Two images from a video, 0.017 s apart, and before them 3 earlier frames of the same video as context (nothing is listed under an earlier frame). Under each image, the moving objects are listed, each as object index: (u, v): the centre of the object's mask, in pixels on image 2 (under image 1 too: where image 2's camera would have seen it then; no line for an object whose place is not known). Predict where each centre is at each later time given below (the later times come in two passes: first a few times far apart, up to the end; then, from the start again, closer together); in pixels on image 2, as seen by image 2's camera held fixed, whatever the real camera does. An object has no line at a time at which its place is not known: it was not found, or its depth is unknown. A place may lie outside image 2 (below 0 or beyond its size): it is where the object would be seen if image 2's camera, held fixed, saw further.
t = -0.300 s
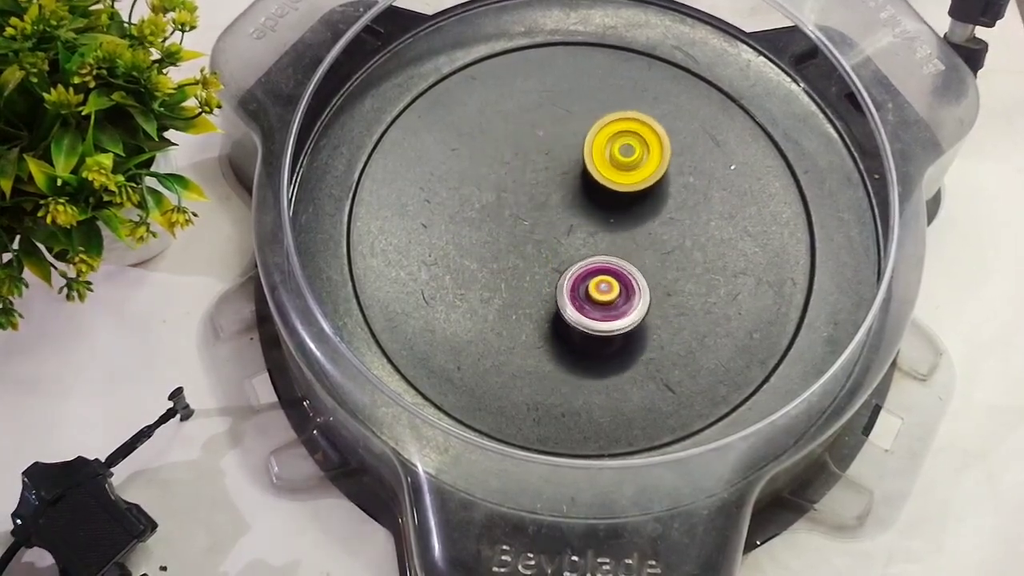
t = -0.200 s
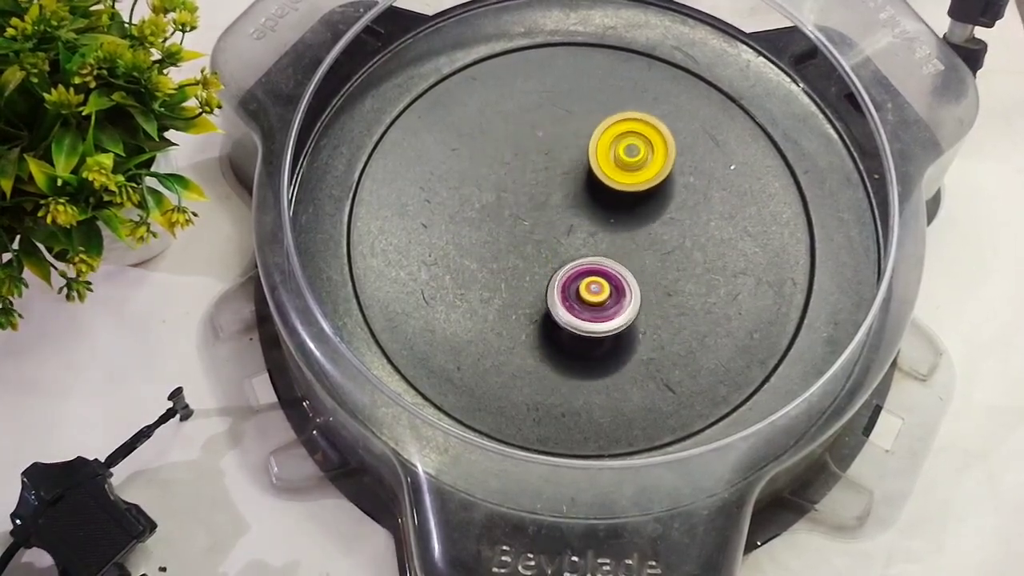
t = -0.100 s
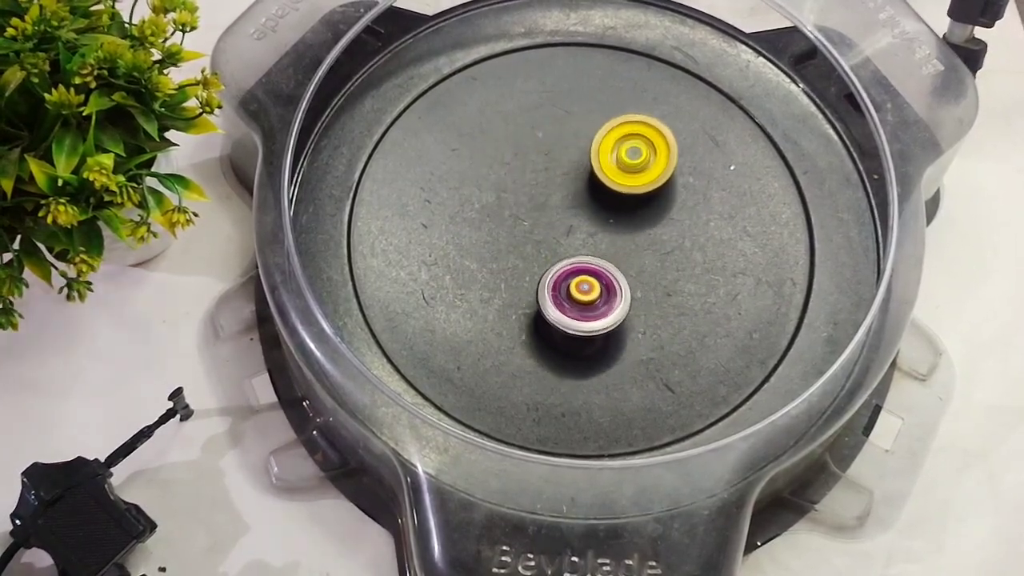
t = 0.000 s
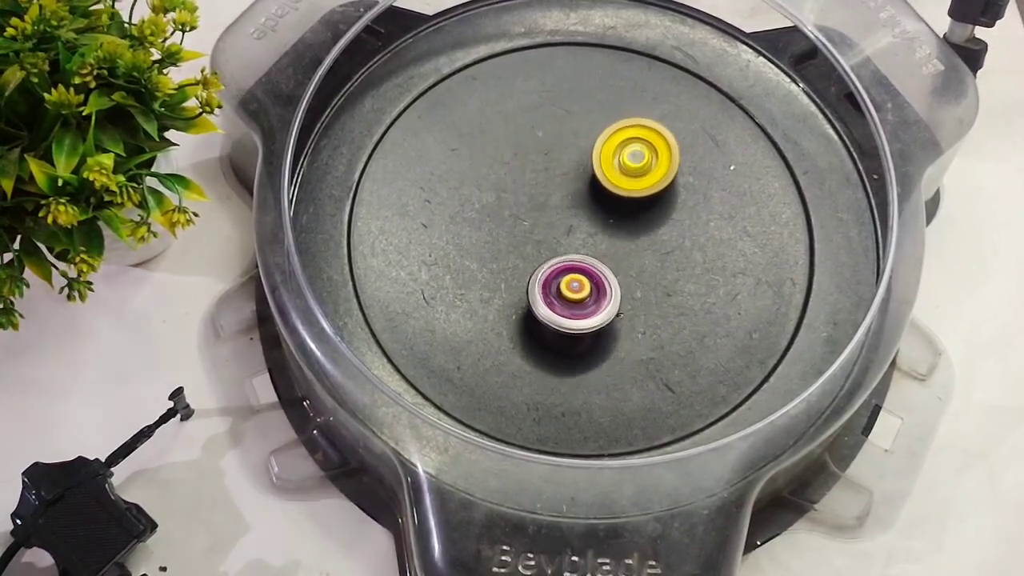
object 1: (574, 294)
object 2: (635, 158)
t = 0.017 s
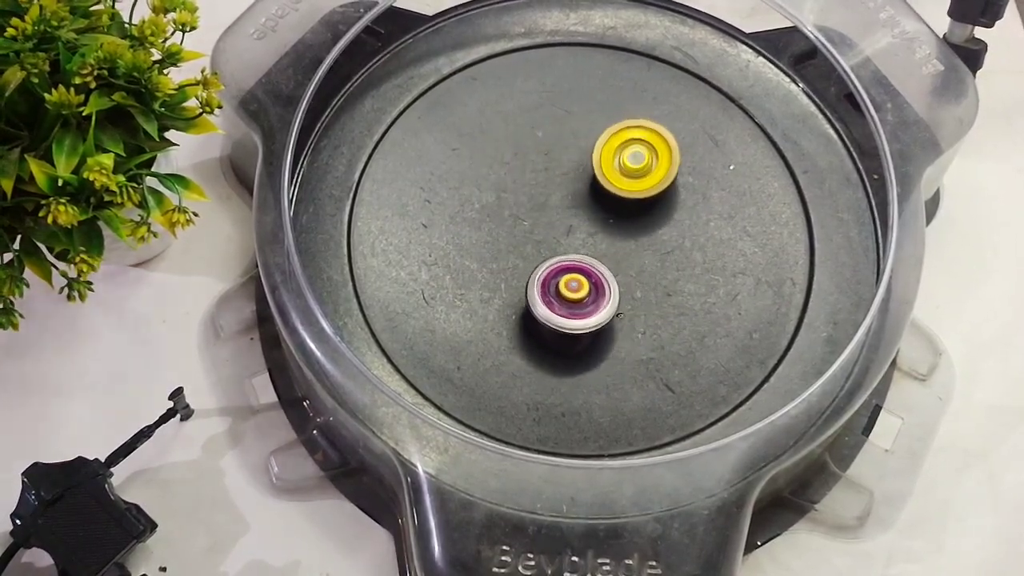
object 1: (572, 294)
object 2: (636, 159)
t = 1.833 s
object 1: (537, 184)
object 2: (564, 284)
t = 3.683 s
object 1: (642, 228)
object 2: (553, 157)
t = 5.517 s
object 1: (533, 260)
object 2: (637, 262)
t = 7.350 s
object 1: (681, 135)
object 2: (464, 237)
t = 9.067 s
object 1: (635, 262)
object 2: (603, 183)
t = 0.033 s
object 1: (571, 294)
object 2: (636, 160)
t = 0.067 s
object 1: (567, 293)
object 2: (637, 163)
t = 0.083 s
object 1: (565, 292)
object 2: (637, 164)
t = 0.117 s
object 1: (562, 291)
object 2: (637, 168)
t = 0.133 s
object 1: (561, 291)
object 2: (637, 169)
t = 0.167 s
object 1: (559, 290)
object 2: (638, 173)
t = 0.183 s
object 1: (557, 290)
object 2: (638, 175)
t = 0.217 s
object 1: (553, 288)
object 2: (639, 180)
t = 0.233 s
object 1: (552, 287)
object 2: (639, 183)
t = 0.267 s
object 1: (549, 285)
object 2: (640, 188)
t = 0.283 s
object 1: (548, 285)
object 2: (640, 191)
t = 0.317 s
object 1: (545, 283)
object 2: (642, 196)
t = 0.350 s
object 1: (542, 280)
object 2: (644, 202)
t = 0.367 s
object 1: (541, 279)
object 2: (645, 205)
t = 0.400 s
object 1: (540, 277)
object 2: (647, 210)
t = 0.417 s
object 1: (539, 276)
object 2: (648, 213)
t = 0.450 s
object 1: (537, 275)
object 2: (651, 218)
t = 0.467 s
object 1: (536, 274)
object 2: (652, 220)
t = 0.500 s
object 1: (533, 272)
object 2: (654, 225)
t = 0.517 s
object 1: (532, 271)
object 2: (654, 227)
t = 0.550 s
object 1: (530, 270)
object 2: (655, 231)
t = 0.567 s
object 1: (529, 269)
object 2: (656, 233)
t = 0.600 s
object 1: (527, 268)
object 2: (657, 237)
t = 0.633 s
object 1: (525, 265)
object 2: (658, 241)
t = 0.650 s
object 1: (524, 264)
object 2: (659, 243)
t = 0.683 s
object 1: (524, 262)
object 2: (660, 246)
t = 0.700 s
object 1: (524, 261)
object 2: (661, 248)
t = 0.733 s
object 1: (523, 259)
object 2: (662, 250)
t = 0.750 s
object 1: (522, 258)
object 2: (662, 251)
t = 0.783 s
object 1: (522, 256)
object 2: (662, 253)
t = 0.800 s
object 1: (521, 254)
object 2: (662, 254)
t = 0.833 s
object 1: (520, 252)
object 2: (663, 256)
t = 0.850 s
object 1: (520, 251)
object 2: (662, 257)
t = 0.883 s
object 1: (518, 249)
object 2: (662, 258)
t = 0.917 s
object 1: (517, 246)
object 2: (662, 260)
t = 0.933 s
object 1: (516, 245)
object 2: (661, 261)
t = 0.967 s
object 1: (516, 242)
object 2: (660, 262)
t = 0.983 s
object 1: (515, 241)
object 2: (660, 262)
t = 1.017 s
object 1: (515, 239)
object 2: (659, 263)
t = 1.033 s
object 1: (515, 238)
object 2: (658, 264)
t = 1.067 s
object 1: (514, 235)
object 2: (656, 265)
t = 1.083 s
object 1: (514, 234)
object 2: (655, 265)
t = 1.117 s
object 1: (514, 231)
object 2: (653, 266)
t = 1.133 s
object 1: (514, 230)
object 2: (651, 267)
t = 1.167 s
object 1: (514, 227)
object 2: (649, 268)
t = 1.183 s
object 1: (514, 225)
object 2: (647, 268)
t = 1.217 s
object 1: (514, 222)
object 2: (643, 270)
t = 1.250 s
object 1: (514, 219)
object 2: (640, 271)
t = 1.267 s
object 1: (514, 217)
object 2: (638, 271)
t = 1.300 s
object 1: (515, 215)
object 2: (635, 272)
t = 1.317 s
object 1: (515, 213)
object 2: (632, 273)
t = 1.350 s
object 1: (516, 211)
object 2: (627, 274)
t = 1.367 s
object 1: (516, 210)
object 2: (625, 275)
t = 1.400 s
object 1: (516, 207)
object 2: (620, 277)
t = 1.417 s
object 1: (517, 206)
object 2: (618, 277)
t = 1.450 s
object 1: (518, 204)
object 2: (613, 279)
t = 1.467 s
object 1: (518, 203)
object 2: (611, 280)
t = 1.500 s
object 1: (519, 200)
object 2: (606, 280)
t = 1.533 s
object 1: (519, 198)
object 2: (601, 282)
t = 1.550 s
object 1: (520, 197)
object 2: (599, 282)
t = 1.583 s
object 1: (521, 194)
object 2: (594, 283)
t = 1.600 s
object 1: (522, 193)
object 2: (593, 283)
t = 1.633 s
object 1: (524, 191)
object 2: (589, 284)
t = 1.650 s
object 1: (525, 191)
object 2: (586, 284)
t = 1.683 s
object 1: (527, 189)
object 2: (583, 284)
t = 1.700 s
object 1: (528, 189)
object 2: (581, 284)
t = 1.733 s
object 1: (530, 188)
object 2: (577, 285)
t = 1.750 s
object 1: (531, 187)
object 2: (575, 285)
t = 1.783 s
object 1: (533, 186)
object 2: (570, 285)
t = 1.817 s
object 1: (536, 185)
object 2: (566, 284)
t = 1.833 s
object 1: (537, 184)
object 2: (564, 284)
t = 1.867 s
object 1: (539, 183)
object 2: (561, 284)
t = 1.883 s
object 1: (541, 182)
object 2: (559, 284)
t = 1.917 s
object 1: (543, 180)
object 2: (555, 284)
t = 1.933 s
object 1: (545, 179)
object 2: (553, 284)
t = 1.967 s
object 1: (548, 177)
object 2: (550, 284)
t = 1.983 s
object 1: (549, 176)
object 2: (548, 283)
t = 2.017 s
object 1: (552, 176)
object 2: (545, 283)
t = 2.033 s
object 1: (553, 175)
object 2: (543, 283)
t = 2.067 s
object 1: (555, 175)
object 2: (540, 282)
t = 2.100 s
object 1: (557, 174)
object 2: (538, 282)
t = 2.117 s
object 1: (558, 174)
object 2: (537, 281)
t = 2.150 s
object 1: (560, 173)
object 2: (535, 280)
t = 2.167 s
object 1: (562, 173)
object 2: (534, 280)
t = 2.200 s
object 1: (564, 172)
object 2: (533, 279)
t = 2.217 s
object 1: (566, 172)
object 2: (532, 279)
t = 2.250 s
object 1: (568, 172)
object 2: (531, 278)
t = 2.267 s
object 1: (569, 172)
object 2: (530, 277)
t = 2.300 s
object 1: (571, 171)
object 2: (529, 276)
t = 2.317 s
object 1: (573, 171)
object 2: (529, 276)
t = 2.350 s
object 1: (576, 170)
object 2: (528, 275)
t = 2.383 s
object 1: (579, 170)
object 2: (527, 273)
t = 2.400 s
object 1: (581, 169)
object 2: (527, 273)
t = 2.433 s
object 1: (583, 169)
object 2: (526, 271)
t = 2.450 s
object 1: (584, 169)
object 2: (526, 270)
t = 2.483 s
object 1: (586, 169)
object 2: (525, 268)
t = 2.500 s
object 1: (587, 169)
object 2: (525, 267)
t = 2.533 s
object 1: (589, 169)
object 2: (524, 264)
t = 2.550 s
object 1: (590, 169)
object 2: (524, 262)
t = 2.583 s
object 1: (592, 170)
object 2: (524, 260)
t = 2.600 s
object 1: (593, 170)
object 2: (524, 258)
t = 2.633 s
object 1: (596, 171)
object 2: (524, 256)
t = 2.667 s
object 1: (598, 172)
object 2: (524, 253)
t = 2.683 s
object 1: (599, 173)
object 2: (525, 251)
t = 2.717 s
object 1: (602, 174)
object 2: (525, 248)
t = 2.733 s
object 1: (603, 175)
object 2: (525, 246)
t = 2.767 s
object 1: (606, 176)
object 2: (526, 242)
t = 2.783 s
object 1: (607, 177)
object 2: (526, 240)
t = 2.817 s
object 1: (609, 179)
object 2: (527, 235)
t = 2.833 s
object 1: (611, 179)
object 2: (527, 233)
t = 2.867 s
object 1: (614, 181)
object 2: (527, 228)
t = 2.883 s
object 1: (615, 182)
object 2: (527, 225)
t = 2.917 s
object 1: (618, 183)
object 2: (528, 221)
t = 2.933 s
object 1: (619, 183)
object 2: (528, 219)
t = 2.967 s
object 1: (622, 184)
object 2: (527, 215)
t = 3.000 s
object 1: (625, 185)
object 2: (528, 211)
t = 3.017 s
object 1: (627, 186)
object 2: (528, 209)
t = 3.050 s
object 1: (629, 187)
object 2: (529, 205)
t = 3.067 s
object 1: (631, 187)
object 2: (529, 203)
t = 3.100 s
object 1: (633, 189)
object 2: (530, 198)
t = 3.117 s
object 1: (634, 189)
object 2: (530, 196)
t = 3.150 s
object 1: (635, 191)
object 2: (531, 193)
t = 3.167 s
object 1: (636, 192)
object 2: (531, 191)
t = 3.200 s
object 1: (637, 194)
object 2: (532, 187)
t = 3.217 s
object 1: (637, 194)
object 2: (532, 185)
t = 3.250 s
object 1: (638, 196)
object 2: (532, 183)
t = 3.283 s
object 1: (639, 198)
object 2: (533, 180)
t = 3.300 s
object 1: (640, 198)
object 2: (534, 178)
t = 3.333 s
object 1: (641, 200)
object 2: (535, 176)
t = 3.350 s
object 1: (642, 201)
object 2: (535, 175)
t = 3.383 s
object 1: (644, 204)
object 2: (537, 173)
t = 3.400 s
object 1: (645, 205)
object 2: (538, 171)
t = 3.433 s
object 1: (646, 208)
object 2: (540, 169)
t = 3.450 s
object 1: (646, 210)
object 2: (540, 168)
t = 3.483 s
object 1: (646, 213)
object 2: (542, 166)
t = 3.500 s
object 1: (646, 214)
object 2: (543, 165)
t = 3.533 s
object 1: (645, 217)
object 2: (545, 163)
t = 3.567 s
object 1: (645, 219)
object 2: (546, 161)
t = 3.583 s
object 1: (644, 221)
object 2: (547, 161)
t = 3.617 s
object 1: (644, 223)
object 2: (549, 160)
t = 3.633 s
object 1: (643, 224)
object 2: (550, 159)
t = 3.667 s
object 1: (643, 227)
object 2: (552, 158)
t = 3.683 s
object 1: (642, 228)
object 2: (553, 157)
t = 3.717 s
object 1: (642, 231)
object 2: (555, 157)
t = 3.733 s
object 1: (642, 232)
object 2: (556, 157)
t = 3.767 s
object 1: (642, 235)
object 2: (558, 156)
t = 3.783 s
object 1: (642, 237)
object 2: (560, 156)
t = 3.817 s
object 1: (641, 240)
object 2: (562, 156)
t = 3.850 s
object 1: (639, 244)
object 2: (565, 156)
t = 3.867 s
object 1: (639, 245)
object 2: (566, 156)
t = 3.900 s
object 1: (638, 248)
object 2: (569, 156)
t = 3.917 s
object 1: (637, 249)
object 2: (571, 156)
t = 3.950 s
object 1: (636, 251)
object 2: (573, 156)
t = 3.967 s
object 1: (635, 252)
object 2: (575, 157)
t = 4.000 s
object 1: (634, 254)
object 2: (578, 157)
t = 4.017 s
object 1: (634, 255)
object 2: (580, 158)
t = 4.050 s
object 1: (634, 258)
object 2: (583, 159)
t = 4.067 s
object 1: (634, 259)
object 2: (585, 159)
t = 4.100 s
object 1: (633, 261)
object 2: (588, 160)
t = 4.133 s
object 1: (633, 264)
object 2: (592, 162)
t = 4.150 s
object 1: (632, 264)
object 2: (594, 162)
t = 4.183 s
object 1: (632, 266)
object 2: (597, 164)
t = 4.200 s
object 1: (631, 267)
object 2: (599, 164)
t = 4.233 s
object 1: (629, 269)
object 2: (603, 166)
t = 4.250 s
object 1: (628, 269)
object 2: (604, 166)
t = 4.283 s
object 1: (626, 271)
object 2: (607, 168)
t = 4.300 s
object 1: (625, 271)
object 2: (609, 168)
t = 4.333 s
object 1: (623, 272)
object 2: (612, 170)
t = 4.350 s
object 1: (622, 272)
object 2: (614, 171)
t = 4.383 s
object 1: (619, 273)
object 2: (617, 173)
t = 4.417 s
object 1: (617, 274)
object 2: (620, 174)
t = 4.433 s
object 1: (616, 274)
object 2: (621, 175)
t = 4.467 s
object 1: (614, 275)
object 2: (624, 177)
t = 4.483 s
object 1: (612, 275)
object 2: (626, 178)
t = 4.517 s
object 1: (609, 276)
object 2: (628, 180)
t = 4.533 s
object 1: (608, 277)
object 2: (630, 181)
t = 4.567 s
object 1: (605, 277)
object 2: (632, 184)
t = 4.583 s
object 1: (603, 278)
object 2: (634, 185)
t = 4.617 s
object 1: (600, 278)
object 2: (636, 187)
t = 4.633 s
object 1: (598, 278)
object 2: (637, 188)
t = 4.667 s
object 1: (594, 279)
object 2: (639, 190)
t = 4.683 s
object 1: (592, 279)
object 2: (640, 192)
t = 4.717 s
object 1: (589, 279)
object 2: (642, 194)
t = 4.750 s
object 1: (584, 279)
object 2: (644, 196)
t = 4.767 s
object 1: (583, 279)
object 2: (644, 197)
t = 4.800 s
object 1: (579, 279)
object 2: (646, 199)
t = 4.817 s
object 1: (578, 279)
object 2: (646, 201)
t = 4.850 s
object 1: (574, 279)
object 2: (647, 203)
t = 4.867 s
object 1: (573, 279)
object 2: (648, 205)
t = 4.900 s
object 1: (570, 279)
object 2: (649, 207)
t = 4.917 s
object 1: (568, 279)
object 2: (649, 209)
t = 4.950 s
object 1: (565, 278)
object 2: (650, 211)
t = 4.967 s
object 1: (563, 278)
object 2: (650, 213)
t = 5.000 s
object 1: (560, 278)
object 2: (651, 215)
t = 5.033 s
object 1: (558, 278)
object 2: (652, 220)
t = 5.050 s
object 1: (556, 278)
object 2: (652, 221)
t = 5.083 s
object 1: (554, 277)
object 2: (652, 224)
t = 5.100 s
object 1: (553, 277)
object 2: (651, 226)
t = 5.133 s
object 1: (551, 277)
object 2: (651, 229)
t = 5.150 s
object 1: (550, 276)
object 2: (651, 231)
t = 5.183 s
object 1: (549, 275)
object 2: (650, 234)
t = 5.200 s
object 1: (548, 275)
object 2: (650, 236)
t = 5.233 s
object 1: (547, 274)
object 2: (649, 239)
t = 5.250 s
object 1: (546, 273)
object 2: (649, 241)
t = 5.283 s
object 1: (545, 272)
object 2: (648, 244)
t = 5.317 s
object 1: (543, 271)
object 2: (646, 247)
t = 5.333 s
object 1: (542, 270)
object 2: (646, 248)
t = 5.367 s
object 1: (541, 268)
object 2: (644, 251)
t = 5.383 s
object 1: (540, 268)
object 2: (644, 252)
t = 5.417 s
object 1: (538, 266)
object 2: (642, 255)
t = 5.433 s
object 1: (537, 265)
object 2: (641, 257)
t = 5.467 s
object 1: (535, 263)
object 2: (640, 259)
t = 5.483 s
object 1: (535, 262)
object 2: (639, 260)
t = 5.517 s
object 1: (533, 260)
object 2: (637, 262)
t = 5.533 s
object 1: (533, 259)
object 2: (636, 263)
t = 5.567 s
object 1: (532, 256)
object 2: (635, 265)
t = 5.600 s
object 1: (532, 254)
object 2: (633, 268)
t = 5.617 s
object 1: (532, 252)
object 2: (632, 269)
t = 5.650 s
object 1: (532, 250)
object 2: (629, 271)
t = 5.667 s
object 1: (532, 249)
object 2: (628, 272)
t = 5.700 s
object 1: (531, 246)
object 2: (626, 274)
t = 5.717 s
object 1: (531, 245)
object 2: (624, 275)
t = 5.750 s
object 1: (530, 242)
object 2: (621, 276)
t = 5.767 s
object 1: (530, 240)
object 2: (620, 277)
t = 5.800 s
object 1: (529, 238)
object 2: (617, 279)
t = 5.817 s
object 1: (529, 236)
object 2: (616, 280)
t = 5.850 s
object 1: (528, 233)
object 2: (612, 281)
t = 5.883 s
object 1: (527, 231)
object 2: (609, 282)
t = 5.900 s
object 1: (526, 229)
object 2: (608, 283)
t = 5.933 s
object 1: (525, 227)
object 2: (606, 283)
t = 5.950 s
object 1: (525, 226)
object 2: (604, 283)
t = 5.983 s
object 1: (525, 224)
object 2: (601, 284)
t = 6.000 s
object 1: (525, 223)
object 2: (599, 284)
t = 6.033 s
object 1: (525, 220)
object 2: (595, 284)
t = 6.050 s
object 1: (525, 220)
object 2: (593, 284)
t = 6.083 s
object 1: (525, 217)
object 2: (590, 284)
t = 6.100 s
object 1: (526, 216)
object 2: (588, 284)
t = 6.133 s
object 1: (527, 214)
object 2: (585, 285)
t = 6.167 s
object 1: (528, 213)
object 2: (582, 284)
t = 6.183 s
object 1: (529, 212)
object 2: (580, 284)
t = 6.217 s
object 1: (530, 209)
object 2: (577, 283)
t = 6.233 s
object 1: (531, 208)
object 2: (575, 283)
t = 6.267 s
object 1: (532, 206)
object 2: (571, 282)
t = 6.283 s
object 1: (532, 205)
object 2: (568, 282)
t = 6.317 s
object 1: (533, 203)
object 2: (565, 281)
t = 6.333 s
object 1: (534, 202)
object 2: (564, 280)
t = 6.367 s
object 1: (535, 200)
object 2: (560, 279)
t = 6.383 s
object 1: (535, 199)
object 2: (558, 279)
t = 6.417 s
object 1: (536, 198)
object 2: (555, 277)
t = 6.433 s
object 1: (537, 197)
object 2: (553, 277)
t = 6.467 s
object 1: (539, 195)
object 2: (550, 275)
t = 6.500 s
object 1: (542, 193)
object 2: (546, 274)
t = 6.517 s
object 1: (543, 193)
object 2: (545, 273)
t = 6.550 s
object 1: (545, 191)
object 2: (542, 273)
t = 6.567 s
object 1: (546, 190)
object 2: (541, 271)
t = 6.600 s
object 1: (549, 188)
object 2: (538, 270)
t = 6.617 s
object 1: (550, 188)
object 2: (537, 269)
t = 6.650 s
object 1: (553, 187)
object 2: (534, 268)
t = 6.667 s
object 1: (554, 186)
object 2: (533, 266)
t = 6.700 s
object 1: (556, 185)
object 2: (531, 265)
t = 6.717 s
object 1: (558, 185)
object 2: (530, 264)
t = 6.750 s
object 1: (561, 184)
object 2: (528, 262)
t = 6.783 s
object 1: (564, 184)
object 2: (527, 260)
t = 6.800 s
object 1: (566, 184)
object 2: (526, 259)
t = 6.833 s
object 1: (569, 183)
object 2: (525, 257)
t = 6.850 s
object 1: (570, 183)
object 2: (524, 256)
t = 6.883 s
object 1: (573, 182)
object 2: (523, 254)
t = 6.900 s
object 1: (575, 181)
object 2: (522, 252)
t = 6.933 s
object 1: (577, 180)
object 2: (521, 250)
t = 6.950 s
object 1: (578, 179)
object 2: (521, 249)
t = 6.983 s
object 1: (580, 179)
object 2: (520, 246)
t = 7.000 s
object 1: (581, 178)
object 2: (520, 245)
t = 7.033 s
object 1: (582, 178)
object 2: (519, 242)
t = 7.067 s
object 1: (584, 178)
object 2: (519, 239)
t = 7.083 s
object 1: (584, 178)
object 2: (519, 238)
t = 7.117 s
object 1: (586, 177)
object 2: (519, 235)
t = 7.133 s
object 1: (587, 177)
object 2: (519, 233)
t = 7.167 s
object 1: (588, 177)
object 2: (519, 230)
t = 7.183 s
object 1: (589, 177)
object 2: (519, 229)
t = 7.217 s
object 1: (591, 177)
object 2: (519, 226)
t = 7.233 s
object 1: (592, 177)
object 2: (519, 224)
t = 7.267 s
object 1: (593, 177)
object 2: (520, 221)
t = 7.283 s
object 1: (610, 169)
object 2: (507, 224)
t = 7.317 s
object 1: (650, 150)
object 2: (480, 232)
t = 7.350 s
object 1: (681, 135)
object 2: (464, 237)
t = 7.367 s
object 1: (692, 128)
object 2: (462, 239)
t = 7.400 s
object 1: (708, 115)
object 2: (461, 243)
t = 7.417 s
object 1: (711, 110)
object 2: (462, 246)
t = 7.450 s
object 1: (711, 104)
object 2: (465, 250)
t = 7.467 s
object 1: (708, 101)
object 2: (466, 252)
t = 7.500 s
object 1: (699, 96)
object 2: (471, 256)
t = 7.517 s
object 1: (694, 95)
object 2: (474, 257)
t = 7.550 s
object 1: (684, 92)
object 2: (480, 259)
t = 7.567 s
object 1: (679, 91)
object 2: (484, 260)
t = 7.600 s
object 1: (669, 91)
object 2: (491, 261)
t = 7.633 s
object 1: (660, 94)
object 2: (499, 261)
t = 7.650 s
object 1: (656, 97)
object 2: (503, 261)
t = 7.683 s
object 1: (651, 103)
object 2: (511, 259)
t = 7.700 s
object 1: (649, 106)
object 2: (516, 257)
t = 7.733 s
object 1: (646, 113)
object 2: (523, 254)
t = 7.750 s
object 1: (645, 117)
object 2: (527, 252)
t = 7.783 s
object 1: (643, 124)
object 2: (534, 247)
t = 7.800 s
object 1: (642, 128)
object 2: (537, 244)
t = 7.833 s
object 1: (640, 135)
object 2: (543, 238)
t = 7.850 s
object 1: (639, 139)
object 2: (546, 235)
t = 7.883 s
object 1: (637, 147)
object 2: (551, 229)
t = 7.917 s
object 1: (635, 155)
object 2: (556, 223)
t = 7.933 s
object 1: (634, 159)
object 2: (558, 219)
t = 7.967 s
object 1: (634, 165)
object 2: (562, 213)
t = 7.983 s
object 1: (639, 166)
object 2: (558, 213)
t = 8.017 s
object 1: (649, 166)
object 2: (552, 210)
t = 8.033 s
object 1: (653, 169)
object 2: (550, 207)
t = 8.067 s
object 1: (656, 174)
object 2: (550, 203)
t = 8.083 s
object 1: (657, 177)
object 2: (551, 201)
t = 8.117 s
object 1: (658, 182)
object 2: (552, 198)
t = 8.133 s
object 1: (657, 185)
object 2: (552, 196)
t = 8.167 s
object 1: (656, 190)
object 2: (553, 193)
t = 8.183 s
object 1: (656, 193)
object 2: (553, 192)
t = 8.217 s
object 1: (654, 198)
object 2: (554, 189)
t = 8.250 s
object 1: (653, 203)
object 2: (554, 187)
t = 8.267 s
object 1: (652, 205)
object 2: (555, 186)
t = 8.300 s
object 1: (652, 209)
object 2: (555, 184)
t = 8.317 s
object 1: (652, 209)
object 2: (555, 183)
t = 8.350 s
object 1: (651, 211)
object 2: (555, 181)
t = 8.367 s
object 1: (651, 212)
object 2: (556, 181)
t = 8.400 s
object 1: (651, 213)
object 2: (556, 180)
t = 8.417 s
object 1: (651, 214)
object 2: (557, 179)
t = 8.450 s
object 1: (651, 216)
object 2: (558, 179)
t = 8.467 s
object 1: (651, 216)
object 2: (558, 179)
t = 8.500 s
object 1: (652, 218)
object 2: (560, 178)
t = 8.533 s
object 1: (652, 220)
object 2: (561, 178)
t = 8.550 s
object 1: (652, 221)
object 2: (562, 178)
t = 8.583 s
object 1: (652, 224)
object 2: (564, 179)
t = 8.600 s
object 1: (652, 225)
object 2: (565, 179)
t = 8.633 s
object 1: (652, 228)
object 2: (567, 179)
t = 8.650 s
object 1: (652, 229)
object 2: (569, 179)
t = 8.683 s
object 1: (652, 232)
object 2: (571, 180)
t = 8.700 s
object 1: (652, 233)
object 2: (573, 180)
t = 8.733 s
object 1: (651, 235)
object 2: (575, 181)
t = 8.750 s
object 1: (650, 237)
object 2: (577, 181)
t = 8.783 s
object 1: (649, 240)
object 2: (580, 181)
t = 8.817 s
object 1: (648, 242)
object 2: (583, 182)
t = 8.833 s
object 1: (647, 244)
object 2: (584, 182)
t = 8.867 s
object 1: (646, 247)
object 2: (587, 182)
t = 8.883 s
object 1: (645, 248)
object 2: (589, 182)
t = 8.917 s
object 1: (643, 250)
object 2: (592, 182)
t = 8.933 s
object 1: (642, 251)
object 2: (593, 182)
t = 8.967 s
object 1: (640, 254)
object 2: (595, 182)
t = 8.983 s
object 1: (639, 255)
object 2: (597, 182)
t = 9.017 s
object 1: (637, 258)
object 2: (599, 182)
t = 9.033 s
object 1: (636, 260)
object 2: (600, 182)
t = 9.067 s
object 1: (635, 262)
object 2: (603, 183)
